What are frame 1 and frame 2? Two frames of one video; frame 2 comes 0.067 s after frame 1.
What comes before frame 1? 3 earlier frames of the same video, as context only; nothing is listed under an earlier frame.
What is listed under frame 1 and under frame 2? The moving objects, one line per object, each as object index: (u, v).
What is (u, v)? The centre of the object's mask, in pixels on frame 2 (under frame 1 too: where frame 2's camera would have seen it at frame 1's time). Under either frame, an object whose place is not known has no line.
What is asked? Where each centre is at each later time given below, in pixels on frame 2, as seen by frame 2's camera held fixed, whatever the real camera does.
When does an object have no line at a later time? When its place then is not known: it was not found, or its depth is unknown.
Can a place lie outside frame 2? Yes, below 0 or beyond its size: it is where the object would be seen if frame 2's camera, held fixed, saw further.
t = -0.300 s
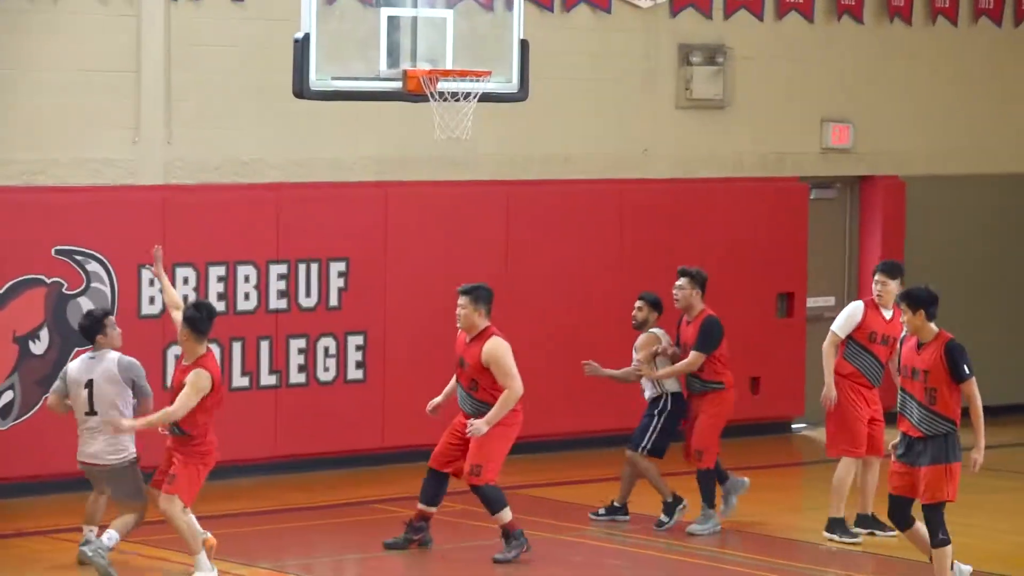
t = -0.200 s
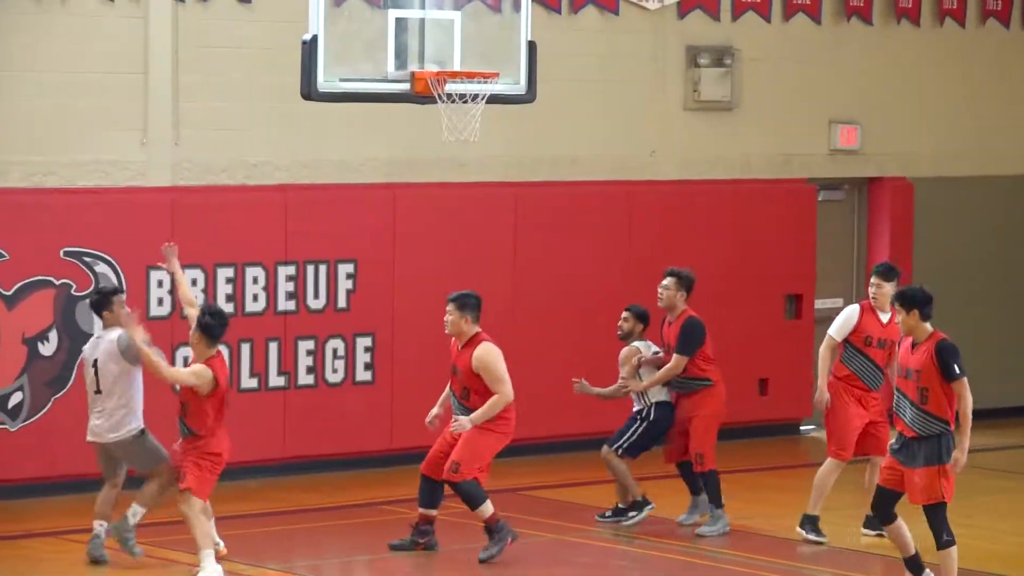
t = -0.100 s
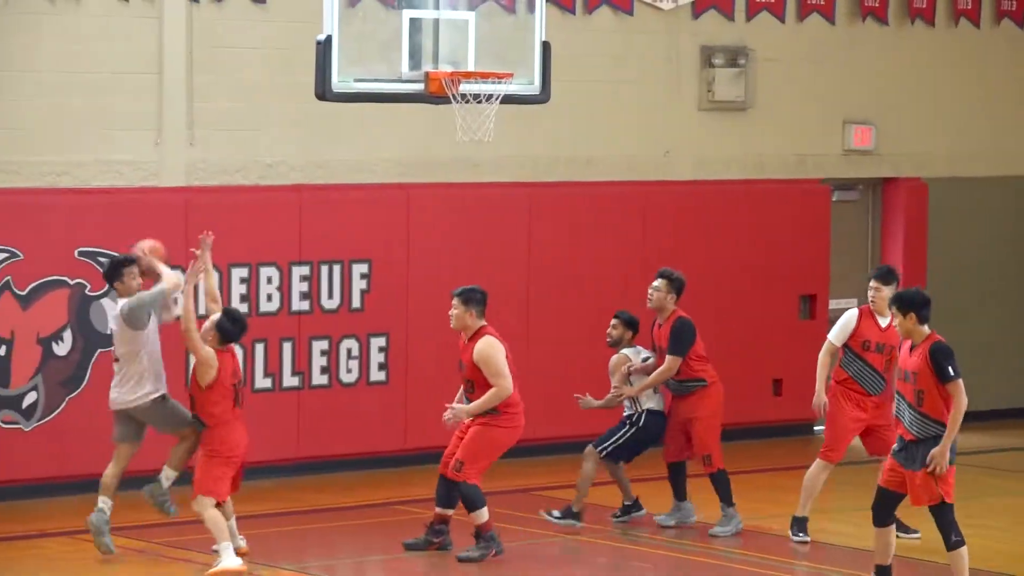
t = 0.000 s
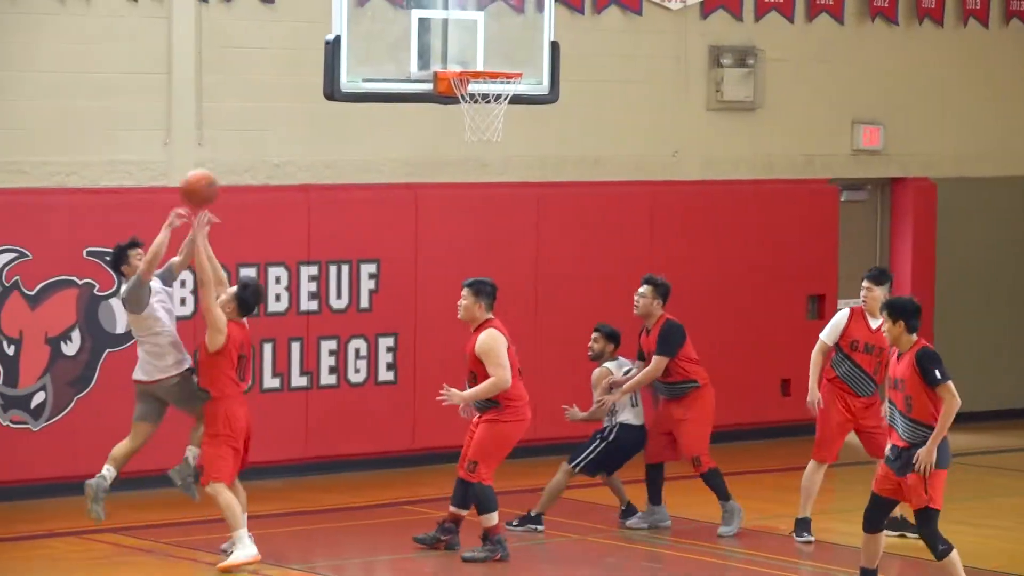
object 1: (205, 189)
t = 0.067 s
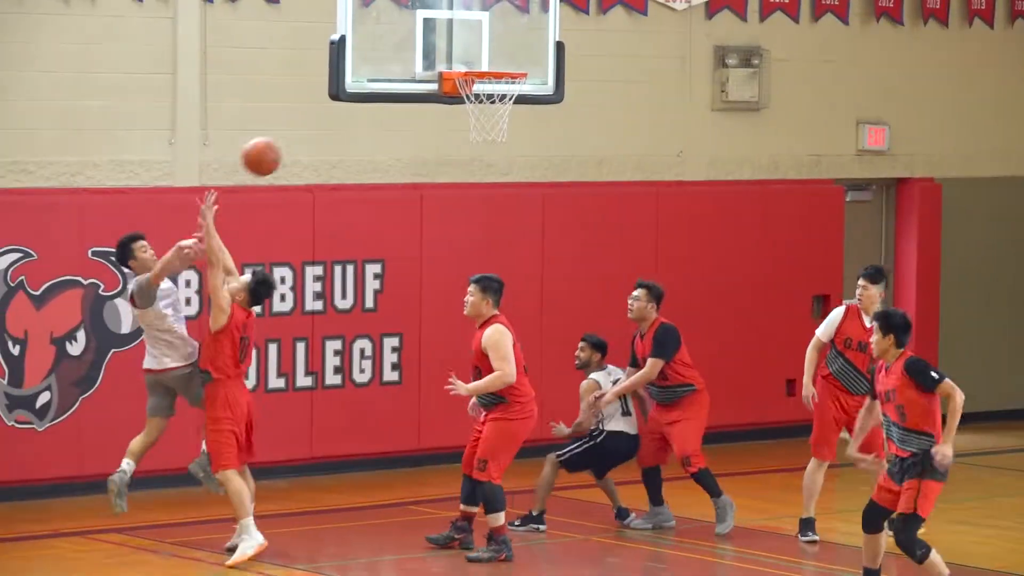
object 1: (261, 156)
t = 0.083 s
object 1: (275, 150)
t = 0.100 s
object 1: (290, 143)
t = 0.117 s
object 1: (303, 136)
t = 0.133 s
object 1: (317, 131)
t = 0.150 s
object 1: (332, 126)
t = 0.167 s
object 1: (346, 121)
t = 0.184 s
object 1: (361, 116)
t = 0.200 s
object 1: (376, 112)
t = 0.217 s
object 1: (390, 109)
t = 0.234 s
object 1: (405, 106)
